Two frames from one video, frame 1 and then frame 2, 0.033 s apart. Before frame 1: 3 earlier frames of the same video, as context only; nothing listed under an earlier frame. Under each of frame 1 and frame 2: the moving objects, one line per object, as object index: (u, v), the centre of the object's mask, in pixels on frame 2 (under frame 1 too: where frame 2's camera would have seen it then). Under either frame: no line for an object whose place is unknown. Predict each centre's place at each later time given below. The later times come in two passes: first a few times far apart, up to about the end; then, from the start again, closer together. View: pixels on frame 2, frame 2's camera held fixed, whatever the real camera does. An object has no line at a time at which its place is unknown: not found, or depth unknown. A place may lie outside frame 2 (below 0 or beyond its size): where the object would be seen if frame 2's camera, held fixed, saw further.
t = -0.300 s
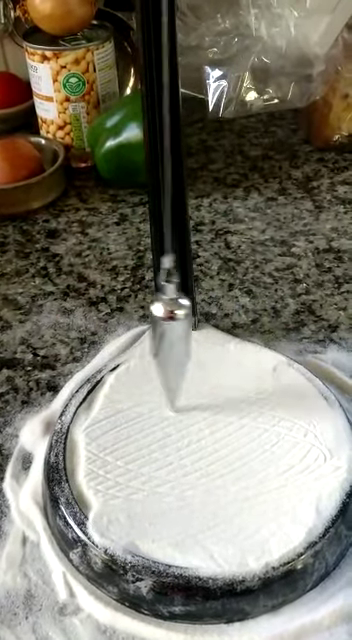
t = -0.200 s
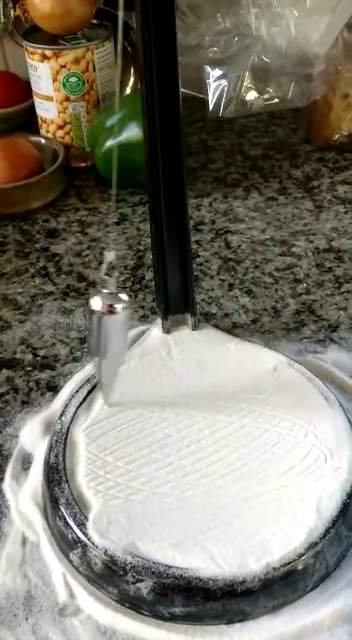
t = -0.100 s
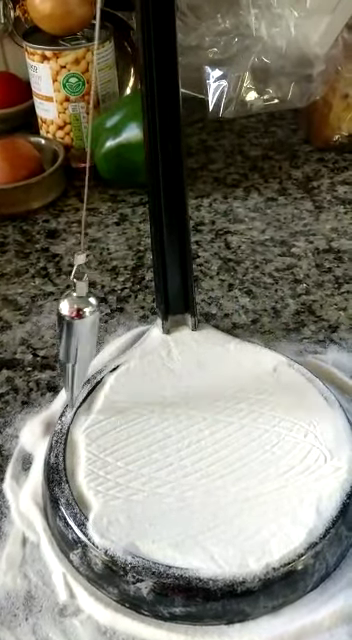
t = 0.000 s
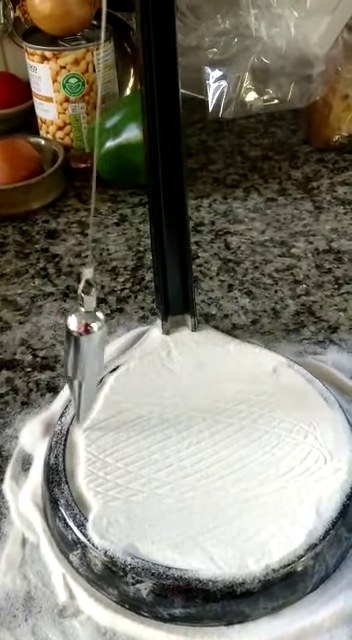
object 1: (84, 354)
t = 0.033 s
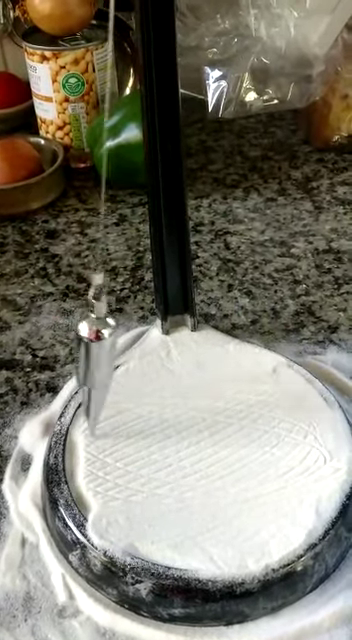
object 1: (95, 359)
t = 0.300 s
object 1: (264, 394)
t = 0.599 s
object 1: (268, 369)
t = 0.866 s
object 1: (94, 339)
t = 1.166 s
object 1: (147, 357)
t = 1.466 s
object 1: (314, 383)
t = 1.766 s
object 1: (175, 366)
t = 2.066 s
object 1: (86, 336)
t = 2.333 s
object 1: (232, 365)
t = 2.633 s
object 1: (292, 388)
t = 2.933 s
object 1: (97, 355)
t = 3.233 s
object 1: (146, 339)
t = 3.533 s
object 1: (306, 372)
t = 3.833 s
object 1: (180, 395)
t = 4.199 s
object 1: (111, 335)
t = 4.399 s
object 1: (225, 341)
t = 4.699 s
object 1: (287, 388)
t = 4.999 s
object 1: (100, 382)
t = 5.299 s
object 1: (148, 330)
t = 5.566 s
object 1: (285, 344)
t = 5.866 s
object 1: (205, 409)
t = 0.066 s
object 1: (110, 365)
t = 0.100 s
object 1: (129, 371)
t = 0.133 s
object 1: (149, 379)
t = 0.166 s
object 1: (172, 382)
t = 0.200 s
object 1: (196, 388)
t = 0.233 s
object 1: (219, 392)
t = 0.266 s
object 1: (243, 393)
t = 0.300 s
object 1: (264, 394)
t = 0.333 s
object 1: (282, 392)
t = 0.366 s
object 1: (298, 391)
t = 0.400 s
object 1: (309, 388)
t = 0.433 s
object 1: (314, 378)
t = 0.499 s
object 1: (311, 371)
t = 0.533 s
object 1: (302, 375)
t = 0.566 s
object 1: (287, 372)
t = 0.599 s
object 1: (268, 369)
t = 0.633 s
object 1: (247, 365)
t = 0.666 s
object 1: (222, 362)
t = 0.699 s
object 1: (197, 357)
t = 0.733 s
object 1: (173, 351)
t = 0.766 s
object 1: (149, 349)
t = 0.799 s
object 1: (127, 344)
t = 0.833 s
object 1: (109, 339)
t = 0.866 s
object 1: (94, 339)
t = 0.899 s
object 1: (83, 335)
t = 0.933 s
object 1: (77, 335)
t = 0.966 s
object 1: (75, 335)
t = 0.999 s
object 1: (77, 338)
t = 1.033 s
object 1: (84, 344)
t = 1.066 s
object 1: (94, 347)
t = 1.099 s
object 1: (109, 353)
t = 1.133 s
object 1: (127, 358)
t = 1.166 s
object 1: (147, 357)
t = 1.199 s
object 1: (169, 366)
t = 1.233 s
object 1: (191, 372)
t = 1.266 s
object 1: (215, 375)
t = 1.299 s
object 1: (238, 380)
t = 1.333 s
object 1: (259, 383)
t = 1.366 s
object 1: (279, 385)
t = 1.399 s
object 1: (294, 386)
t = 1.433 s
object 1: (307, 384)
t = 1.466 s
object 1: (314, 383)
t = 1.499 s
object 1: (316, 382)
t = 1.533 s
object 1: (313, 382)
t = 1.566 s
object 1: (305, 383)
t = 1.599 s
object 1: (291, 383)
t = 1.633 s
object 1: (272, 380)
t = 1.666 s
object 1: (250, 379)
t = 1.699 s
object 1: (225, 375)
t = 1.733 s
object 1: (200, 372)
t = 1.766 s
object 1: (175, 366)
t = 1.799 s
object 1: (151, 361)
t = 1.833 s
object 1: (129, 356)
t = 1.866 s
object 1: (110, 351)
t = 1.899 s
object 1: (96, 344)
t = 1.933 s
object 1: (84, 340)
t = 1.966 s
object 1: (78, 336)
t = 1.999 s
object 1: (76, 335)
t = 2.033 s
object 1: (78, 335)
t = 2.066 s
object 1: (86, 336)
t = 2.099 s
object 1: (96, 340)
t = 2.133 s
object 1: (110, 342)
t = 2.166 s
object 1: (126, 347)
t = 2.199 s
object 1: (146, 350)
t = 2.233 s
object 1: (167, 354)
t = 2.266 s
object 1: (189, 358)
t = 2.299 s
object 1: (211, 362)
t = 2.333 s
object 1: (232, 365)
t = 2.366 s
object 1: (254, 370)
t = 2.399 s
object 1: (273, 372)
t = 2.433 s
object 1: (290, 374)
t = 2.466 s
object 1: (302, 379)
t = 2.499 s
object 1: (311, 381)
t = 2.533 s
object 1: (314, 382)
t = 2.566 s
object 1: (312, 384)
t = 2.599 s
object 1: (305, 386)
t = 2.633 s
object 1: (292, 388)
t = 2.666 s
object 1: (274, 383)
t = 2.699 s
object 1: (254, 390)
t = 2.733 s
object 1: (229, 388)
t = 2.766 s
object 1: (204, 386)
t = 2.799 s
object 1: (179, 381)
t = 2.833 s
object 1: (154, 376)
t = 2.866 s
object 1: (131, 370)
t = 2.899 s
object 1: (112, 363)
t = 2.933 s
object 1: (97, 355)
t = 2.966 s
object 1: (86, 350)
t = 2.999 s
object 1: (80, 344)
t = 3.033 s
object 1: (77, 340)
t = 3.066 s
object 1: (80, 336)
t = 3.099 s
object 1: (87, 335)
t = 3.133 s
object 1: (97, 334)
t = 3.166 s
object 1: (111, 335)
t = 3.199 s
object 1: (127, 339)
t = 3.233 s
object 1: (146, 339)
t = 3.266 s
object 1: (166, 342)
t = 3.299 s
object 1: (186, 344)
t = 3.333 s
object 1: (208, 349)
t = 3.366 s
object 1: (229, 353)
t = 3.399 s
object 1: (250, 357)
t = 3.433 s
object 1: (268, 361)
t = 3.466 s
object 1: (284, 364)
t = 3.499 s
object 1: (297, 368)
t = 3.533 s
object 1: (306, 372)
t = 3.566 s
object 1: (310, 377)
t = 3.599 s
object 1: (308, 379)
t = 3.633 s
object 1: (303, 387)
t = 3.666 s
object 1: (291, 391)
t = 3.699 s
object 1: (275, 395)
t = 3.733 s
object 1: (255, 398)
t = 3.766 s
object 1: (231, 399)
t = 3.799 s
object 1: (206, 398)
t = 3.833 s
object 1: (180, 395)
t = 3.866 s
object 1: (155, 391)
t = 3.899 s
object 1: (133, 385)
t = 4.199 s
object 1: (111, 335)
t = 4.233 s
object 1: (127, 334)
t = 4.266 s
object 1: (145, 333)
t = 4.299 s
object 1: (165, 334)
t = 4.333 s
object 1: (185, 335)
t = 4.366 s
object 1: (205, 337)
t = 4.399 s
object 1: (225, 341)
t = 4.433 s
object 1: (244, 342)
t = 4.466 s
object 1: (262, 347)
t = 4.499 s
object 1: (278, 350)
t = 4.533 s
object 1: (290, 356)
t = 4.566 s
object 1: (299, 361)
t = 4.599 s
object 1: (303, 367)
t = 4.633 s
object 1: (303, 375)
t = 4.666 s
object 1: (298, 382)
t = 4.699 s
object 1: (287, 388)
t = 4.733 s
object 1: (272, 395)
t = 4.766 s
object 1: (253, 399)
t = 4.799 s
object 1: (231, 404)
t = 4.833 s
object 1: (206, 404)
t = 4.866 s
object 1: (181, 403)
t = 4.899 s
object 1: (157, 401)
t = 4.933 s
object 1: (135, 393)
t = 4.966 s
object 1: (115, 390)
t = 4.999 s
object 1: (100, 382)
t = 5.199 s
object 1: (101, 341)
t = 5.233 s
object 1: (114, 337)
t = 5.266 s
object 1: (130, 334)
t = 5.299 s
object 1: (148, 330)
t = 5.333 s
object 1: (167, 326)
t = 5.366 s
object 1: (185, 326)
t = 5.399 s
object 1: (204, 328)
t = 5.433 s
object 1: (224, 330)
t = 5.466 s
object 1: (242, 332)
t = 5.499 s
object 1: (259, 335)
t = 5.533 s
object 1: (273, 339)
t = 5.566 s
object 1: (285, 344)
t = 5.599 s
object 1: (293, 349)
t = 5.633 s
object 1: (297, 356)
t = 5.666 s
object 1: (297, 364)
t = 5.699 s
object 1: (292, 372)
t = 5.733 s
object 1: (282, 382)
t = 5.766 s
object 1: (268, 390)
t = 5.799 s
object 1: (250, 398)
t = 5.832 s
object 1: (228, 404)
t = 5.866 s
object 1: (205, 409)
